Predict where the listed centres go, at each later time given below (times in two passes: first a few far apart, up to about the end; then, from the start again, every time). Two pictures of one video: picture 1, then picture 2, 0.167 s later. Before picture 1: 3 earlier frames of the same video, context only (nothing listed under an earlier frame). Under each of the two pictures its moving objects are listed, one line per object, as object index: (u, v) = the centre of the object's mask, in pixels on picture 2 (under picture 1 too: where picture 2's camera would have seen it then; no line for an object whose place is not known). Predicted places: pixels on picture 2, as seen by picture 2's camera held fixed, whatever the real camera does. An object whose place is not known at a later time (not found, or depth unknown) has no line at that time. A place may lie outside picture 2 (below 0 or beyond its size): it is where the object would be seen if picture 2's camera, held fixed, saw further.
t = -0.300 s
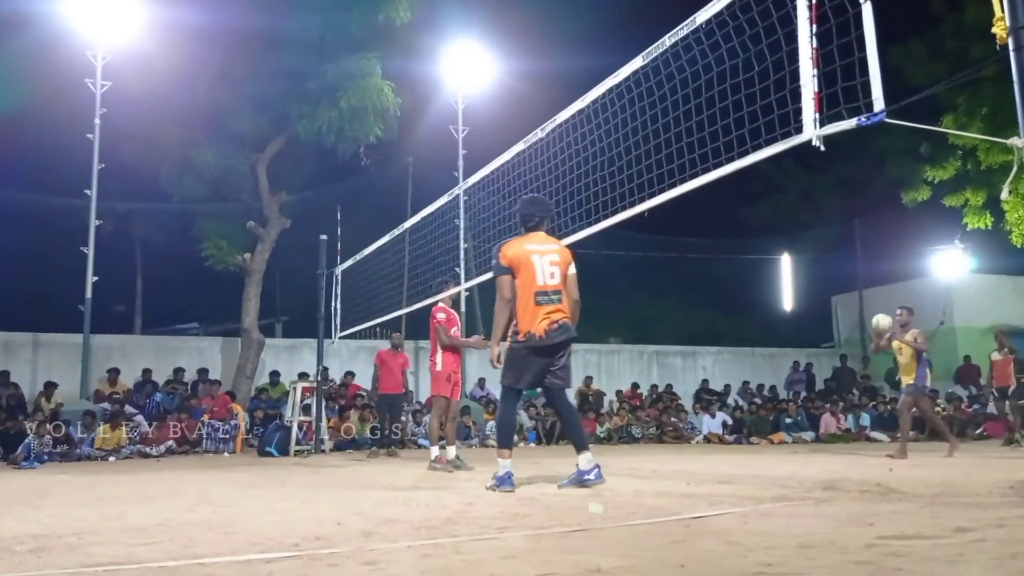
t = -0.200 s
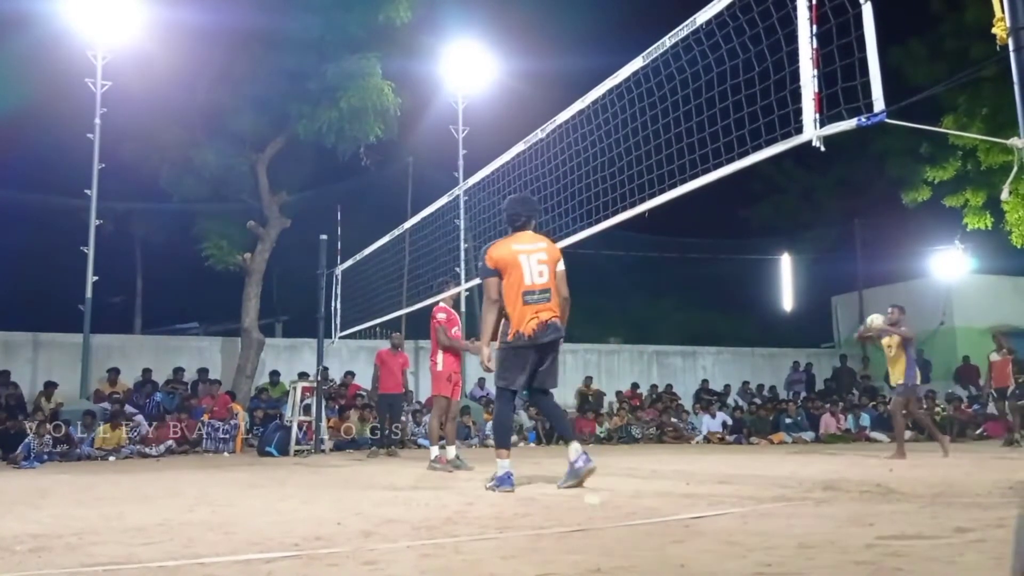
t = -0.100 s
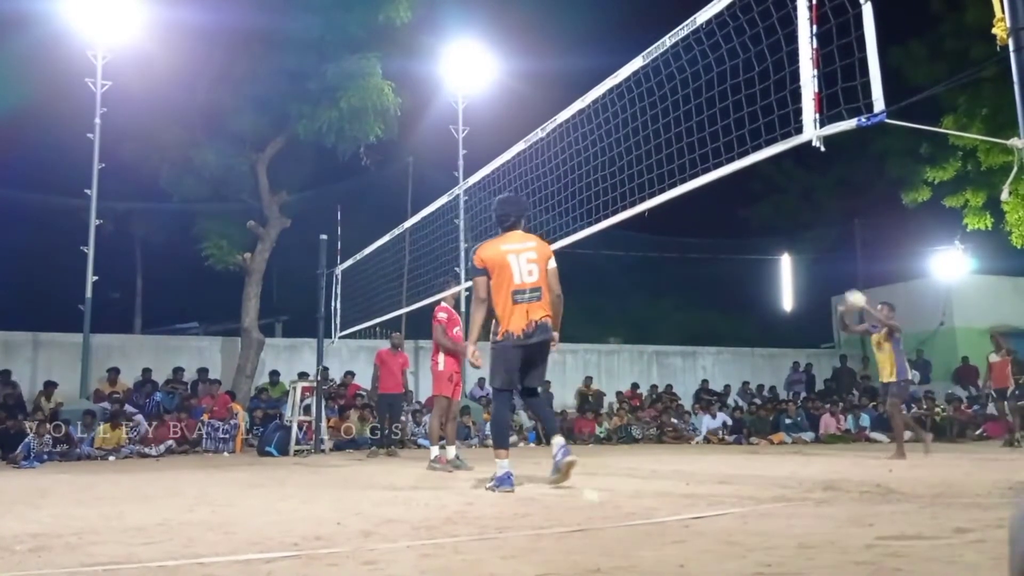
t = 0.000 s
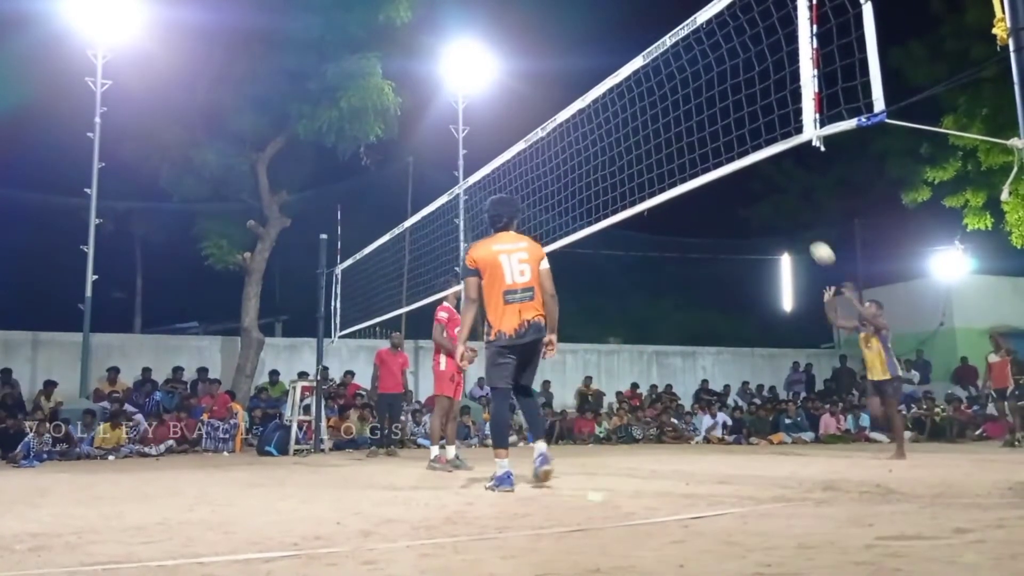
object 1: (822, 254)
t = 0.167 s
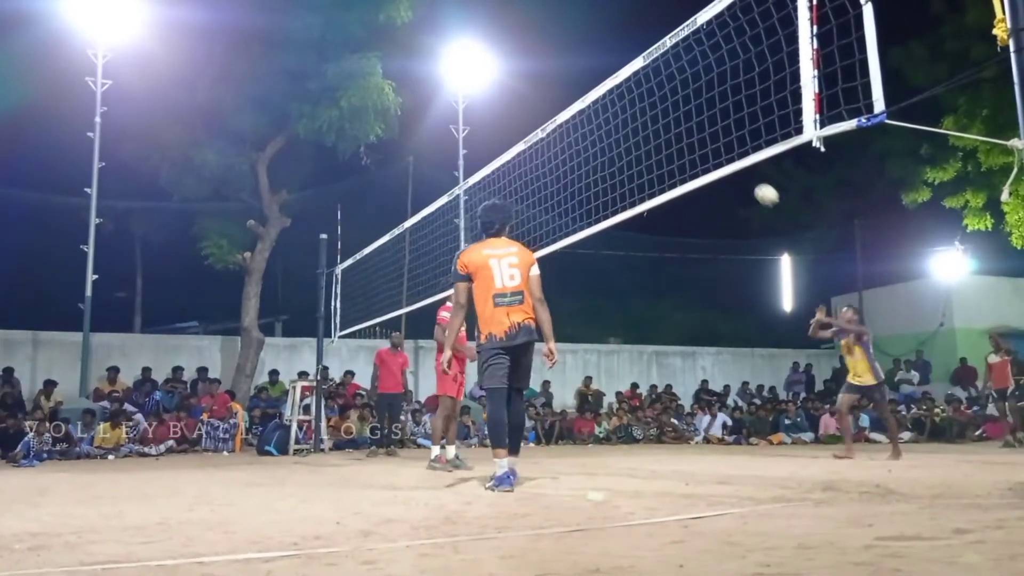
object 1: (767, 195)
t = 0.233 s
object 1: (746, 178)
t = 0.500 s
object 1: (659, 143)
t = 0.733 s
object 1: (581, 165)
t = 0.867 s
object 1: (538, 200)
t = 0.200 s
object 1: (756, 185)
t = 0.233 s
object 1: (746, 178)
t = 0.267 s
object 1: (739, 174)
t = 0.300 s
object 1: (722, 160)
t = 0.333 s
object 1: (715, 157)
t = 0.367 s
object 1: (707, 152)
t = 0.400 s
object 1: (694, 148)
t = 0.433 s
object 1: (683, 146)
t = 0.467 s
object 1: (672, 144)
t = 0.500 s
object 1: (659, 143)
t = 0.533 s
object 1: (650, 143)
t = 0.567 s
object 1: (639, 144)
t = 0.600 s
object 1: (626, 146)
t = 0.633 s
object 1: (615, 149)
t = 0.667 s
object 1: (604, 153)
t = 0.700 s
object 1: (593, 159)
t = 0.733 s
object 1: (581, 165)
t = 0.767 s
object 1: (571, 172)
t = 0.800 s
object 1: (559, 180)
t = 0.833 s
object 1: (549, 190)
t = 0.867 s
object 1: (538, 200)
